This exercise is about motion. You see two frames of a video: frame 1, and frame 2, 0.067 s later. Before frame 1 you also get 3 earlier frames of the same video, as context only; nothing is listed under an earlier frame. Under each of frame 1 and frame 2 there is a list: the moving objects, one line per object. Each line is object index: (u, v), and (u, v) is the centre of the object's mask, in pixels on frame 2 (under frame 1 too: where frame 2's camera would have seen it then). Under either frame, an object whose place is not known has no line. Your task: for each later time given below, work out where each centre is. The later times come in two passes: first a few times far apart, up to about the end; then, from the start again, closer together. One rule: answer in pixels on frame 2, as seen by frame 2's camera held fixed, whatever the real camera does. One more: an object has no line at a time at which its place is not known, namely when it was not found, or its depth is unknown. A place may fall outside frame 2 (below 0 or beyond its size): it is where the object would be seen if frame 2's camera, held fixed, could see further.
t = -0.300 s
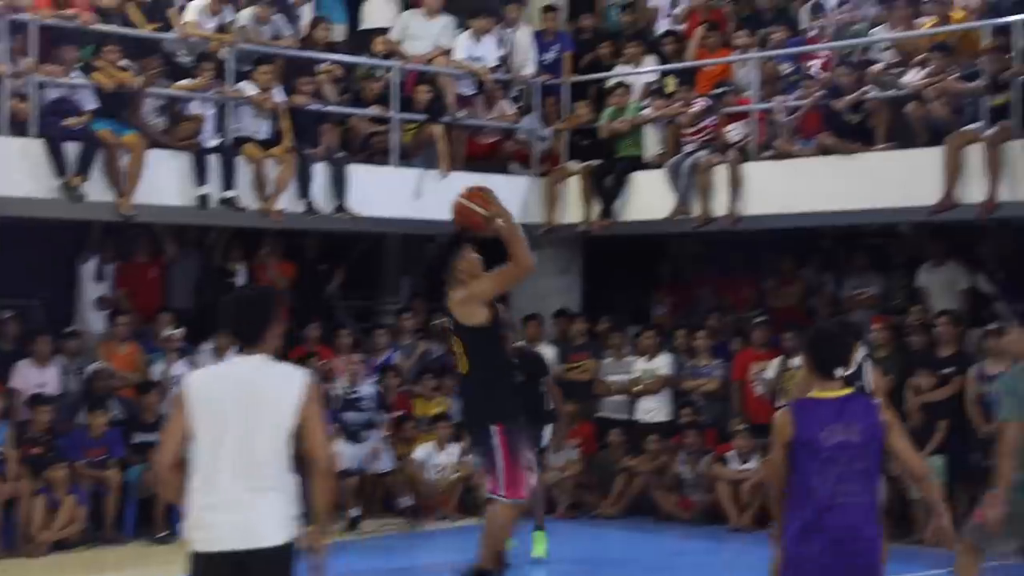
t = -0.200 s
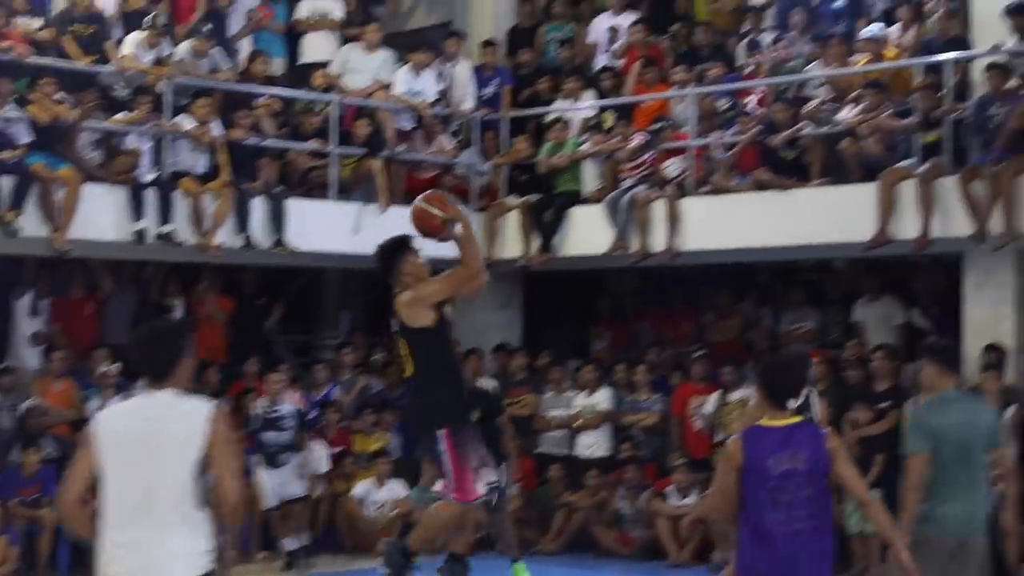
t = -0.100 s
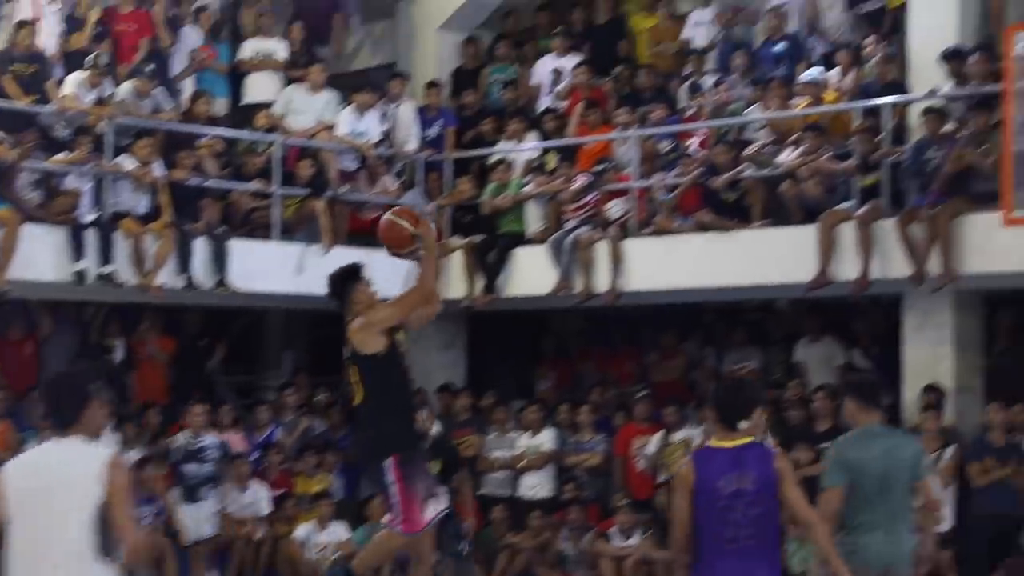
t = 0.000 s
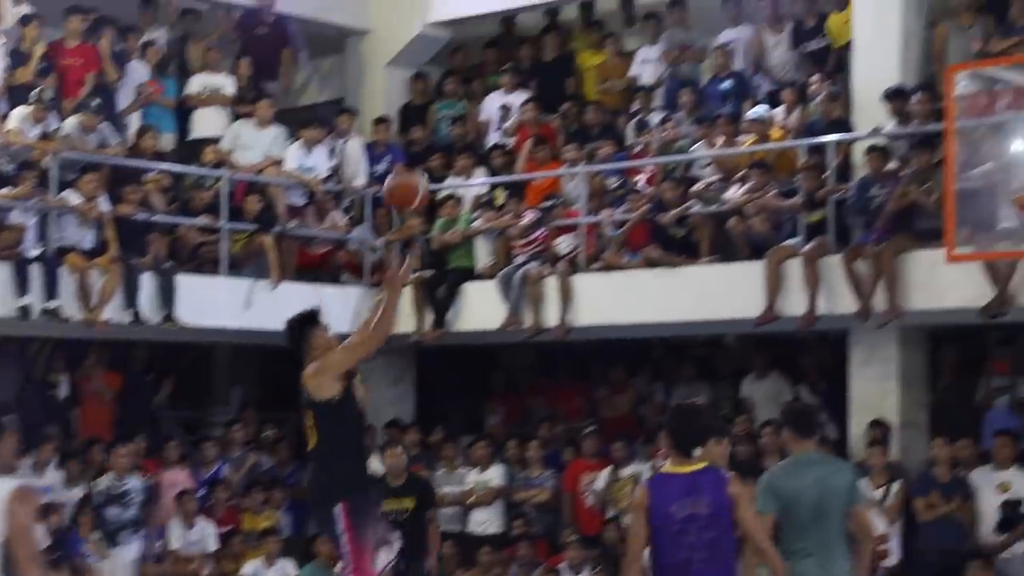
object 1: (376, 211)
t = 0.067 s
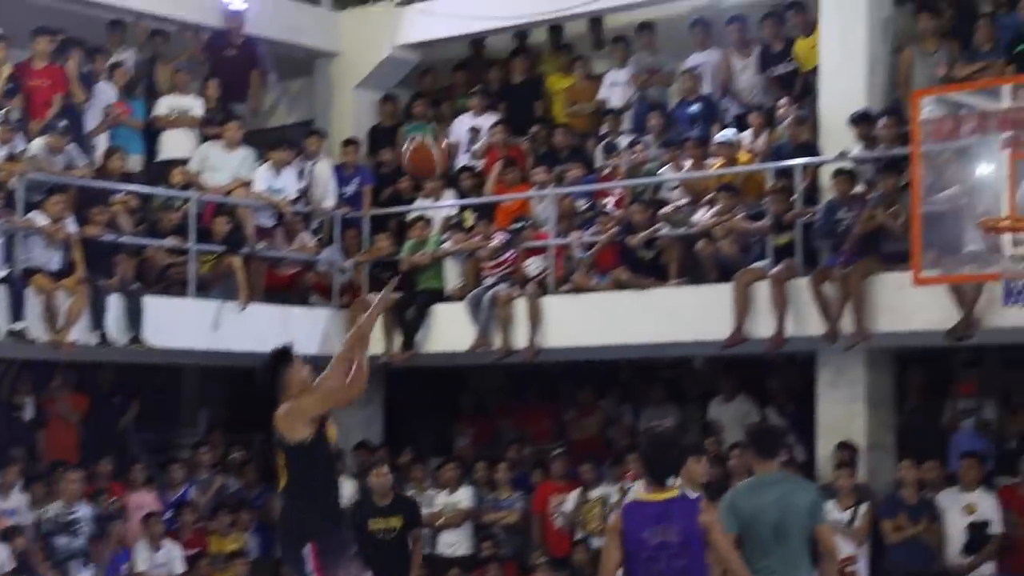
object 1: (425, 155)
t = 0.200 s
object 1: (521, 69)
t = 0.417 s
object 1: (665, 2)
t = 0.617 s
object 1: (793, 15)
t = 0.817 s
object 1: (912, 100)
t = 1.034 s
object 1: (998, 184)
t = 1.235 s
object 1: (987, 158)
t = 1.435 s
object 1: (980, 204)
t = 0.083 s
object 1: (437, 144)
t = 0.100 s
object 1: (450, 130)
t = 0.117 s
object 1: (461, 118)
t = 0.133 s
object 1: (474, 106)
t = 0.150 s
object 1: (486, 96)
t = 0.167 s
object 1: (497, 87)
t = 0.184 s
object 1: (509, 78)
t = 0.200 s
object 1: (521, 69)
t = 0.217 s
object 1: (531, 60)
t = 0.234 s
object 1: (543, 52)
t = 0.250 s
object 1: (554, 45)
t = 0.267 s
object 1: (566, 38)
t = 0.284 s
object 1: (580, 32)
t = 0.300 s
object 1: (588, 27)
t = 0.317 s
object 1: (599, 23)
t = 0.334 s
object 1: (610, 17)
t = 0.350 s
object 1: (622, 14)
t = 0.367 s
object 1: (633, 11)
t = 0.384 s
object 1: (644, 6)
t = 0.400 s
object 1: (654, 4)
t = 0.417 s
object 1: (665, 2)
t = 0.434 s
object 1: (676, 1)
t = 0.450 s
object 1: (687, 0)
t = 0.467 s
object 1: (698, 0)
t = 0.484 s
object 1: (709, 0)
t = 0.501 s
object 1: (720, 1)
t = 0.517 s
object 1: (732, 3)
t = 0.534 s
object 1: (742, 4)
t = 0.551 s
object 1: (754, 5)
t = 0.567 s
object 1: (766, 7)
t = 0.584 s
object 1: (773, 9)
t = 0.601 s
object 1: (783, 11)
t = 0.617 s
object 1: (793, 15)
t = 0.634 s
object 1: (804, 19)
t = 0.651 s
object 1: (812, 25)
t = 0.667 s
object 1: (823, 31)
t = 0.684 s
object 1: (834, 36)
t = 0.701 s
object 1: (844, 43)
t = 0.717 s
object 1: (854, 50)
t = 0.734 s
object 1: (864, 57)
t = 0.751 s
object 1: (873, 64)
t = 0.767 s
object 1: (883, 73)
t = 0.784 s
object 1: (893, 81)
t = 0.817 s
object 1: (912, 100)
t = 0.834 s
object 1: (922, 110)
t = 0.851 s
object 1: (934, 121)
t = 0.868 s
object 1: (943, 131)
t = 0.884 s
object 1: (953, 140)
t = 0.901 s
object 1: (963, 156)
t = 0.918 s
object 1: (972, 166)
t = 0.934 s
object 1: (982, 180)
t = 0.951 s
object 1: (993, 193)
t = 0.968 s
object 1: (1001, 204)
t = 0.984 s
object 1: (1001, 201)
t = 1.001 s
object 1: (1000, 195)
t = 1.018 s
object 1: (999, 189)
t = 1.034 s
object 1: (998, 184)
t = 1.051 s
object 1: (997, 179)
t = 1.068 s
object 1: (996, 174)
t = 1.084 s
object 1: (994, 171)
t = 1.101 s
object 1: (994, 168)
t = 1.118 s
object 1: (993, 165)
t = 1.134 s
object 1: (993, 162)
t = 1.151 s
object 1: (992, 160)
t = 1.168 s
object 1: (992, 159)
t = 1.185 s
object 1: (991, 158)
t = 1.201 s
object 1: (990, 157)
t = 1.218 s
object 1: (988, 158)
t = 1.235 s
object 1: (987, 158)
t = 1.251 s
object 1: (987, 159)
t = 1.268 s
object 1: (986, 160)
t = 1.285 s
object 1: (985, 162)
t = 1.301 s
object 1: (985, 165)
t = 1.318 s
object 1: (984, 167)
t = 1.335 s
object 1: (984, 171)
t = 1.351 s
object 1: (983, 176)
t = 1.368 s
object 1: (982, 180)
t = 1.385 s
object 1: (981, 185)
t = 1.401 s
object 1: (980, 191)
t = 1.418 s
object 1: (980, 197)
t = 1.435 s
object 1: (980, 204)
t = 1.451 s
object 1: (980, 211)
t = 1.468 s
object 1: (979, 219)
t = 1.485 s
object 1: (979, 228)
